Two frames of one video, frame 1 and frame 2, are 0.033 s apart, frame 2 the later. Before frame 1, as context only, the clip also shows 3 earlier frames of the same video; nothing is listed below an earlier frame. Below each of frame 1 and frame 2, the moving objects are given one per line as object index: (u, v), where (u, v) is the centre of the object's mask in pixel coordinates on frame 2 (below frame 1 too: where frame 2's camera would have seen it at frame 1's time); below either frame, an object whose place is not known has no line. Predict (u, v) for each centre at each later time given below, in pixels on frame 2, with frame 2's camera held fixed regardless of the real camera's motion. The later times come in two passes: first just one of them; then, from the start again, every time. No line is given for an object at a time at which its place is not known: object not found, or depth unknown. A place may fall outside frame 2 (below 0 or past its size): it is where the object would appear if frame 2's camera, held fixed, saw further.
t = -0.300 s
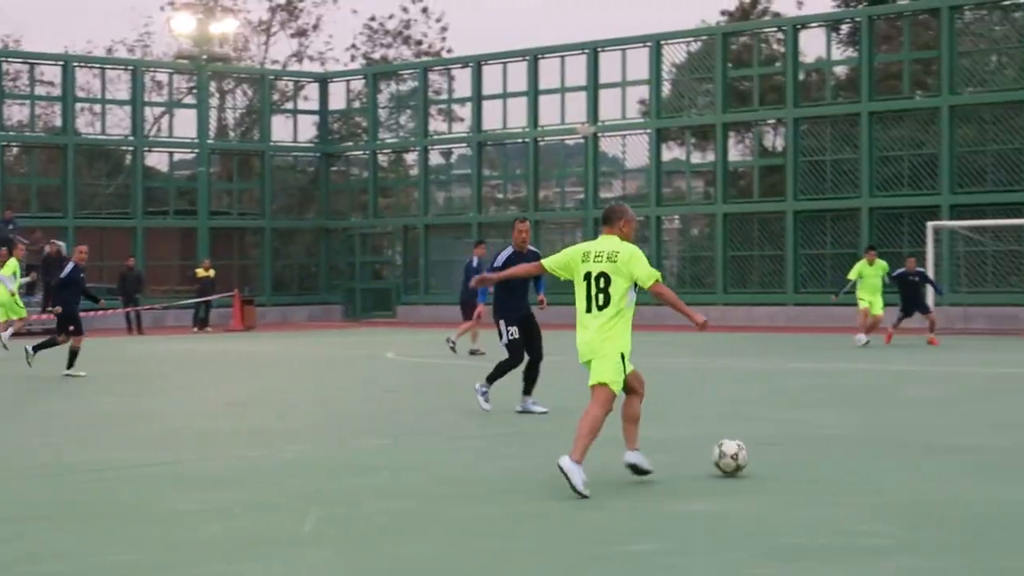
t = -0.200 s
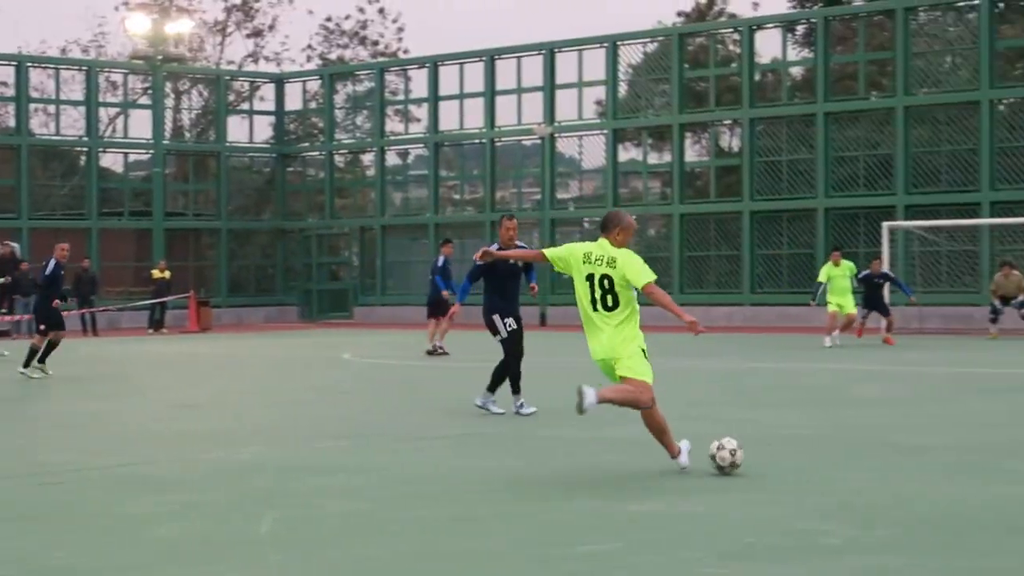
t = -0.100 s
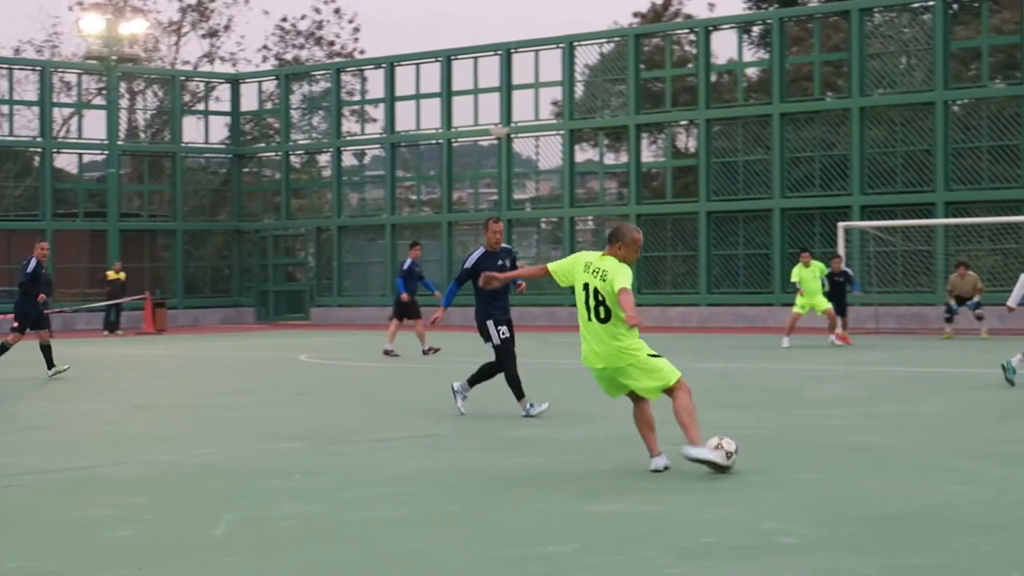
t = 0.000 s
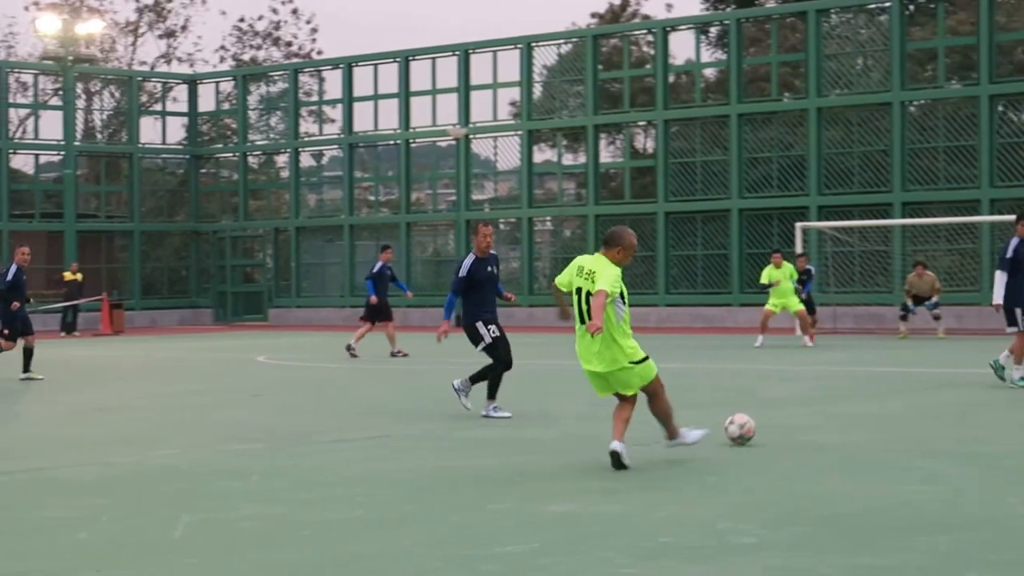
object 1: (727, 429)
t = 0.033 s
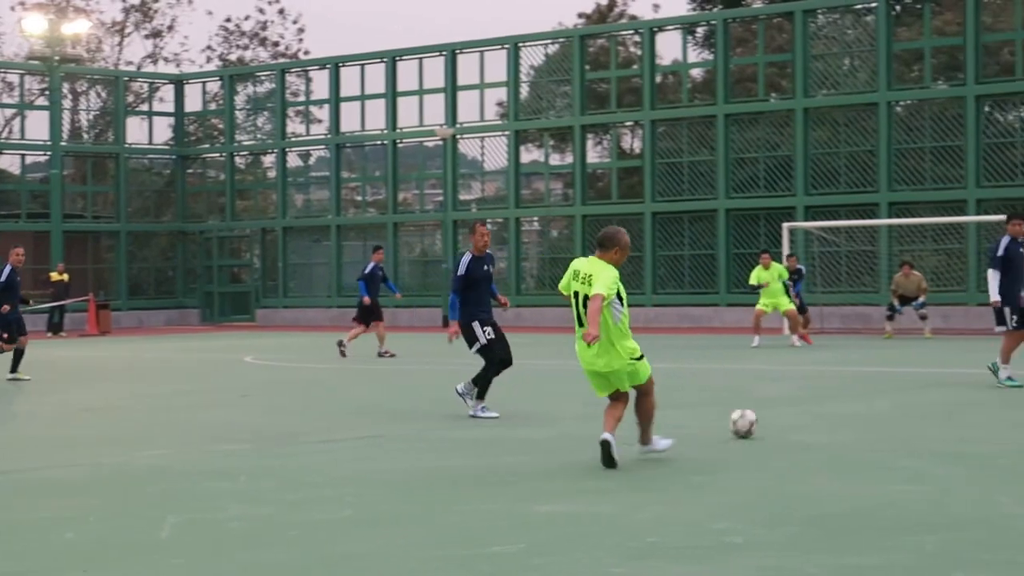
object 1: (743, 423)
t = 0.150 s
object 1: (783, 401)
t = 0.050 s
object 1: (749, 419)
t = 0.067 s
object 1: (756, 415)
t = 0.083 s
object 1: (762, 413)
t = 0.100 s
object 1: (768, 410)
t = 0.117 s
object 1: (774, 407)
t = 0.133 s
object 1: (778, 404)
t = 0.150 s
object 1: (783, 401)
